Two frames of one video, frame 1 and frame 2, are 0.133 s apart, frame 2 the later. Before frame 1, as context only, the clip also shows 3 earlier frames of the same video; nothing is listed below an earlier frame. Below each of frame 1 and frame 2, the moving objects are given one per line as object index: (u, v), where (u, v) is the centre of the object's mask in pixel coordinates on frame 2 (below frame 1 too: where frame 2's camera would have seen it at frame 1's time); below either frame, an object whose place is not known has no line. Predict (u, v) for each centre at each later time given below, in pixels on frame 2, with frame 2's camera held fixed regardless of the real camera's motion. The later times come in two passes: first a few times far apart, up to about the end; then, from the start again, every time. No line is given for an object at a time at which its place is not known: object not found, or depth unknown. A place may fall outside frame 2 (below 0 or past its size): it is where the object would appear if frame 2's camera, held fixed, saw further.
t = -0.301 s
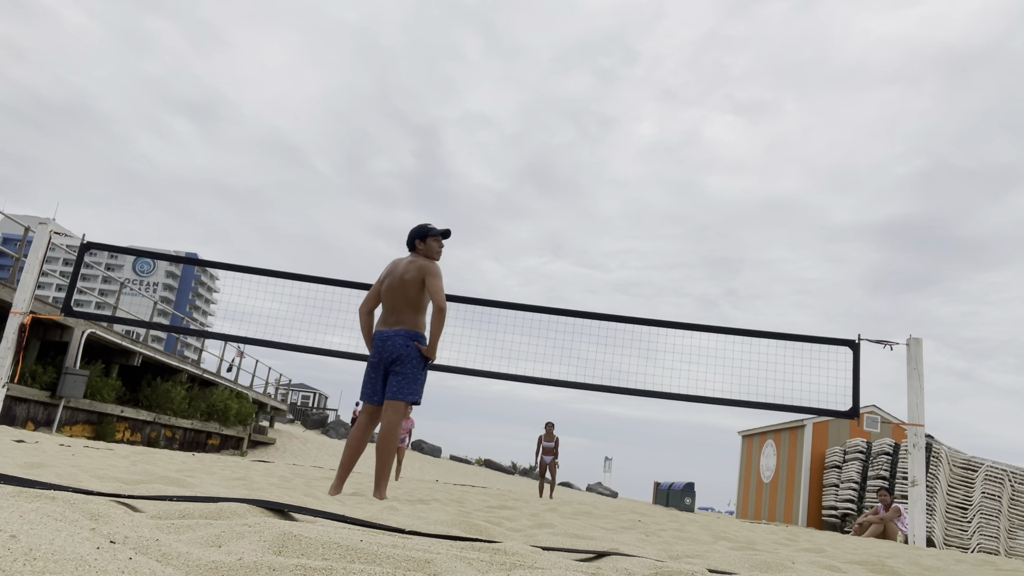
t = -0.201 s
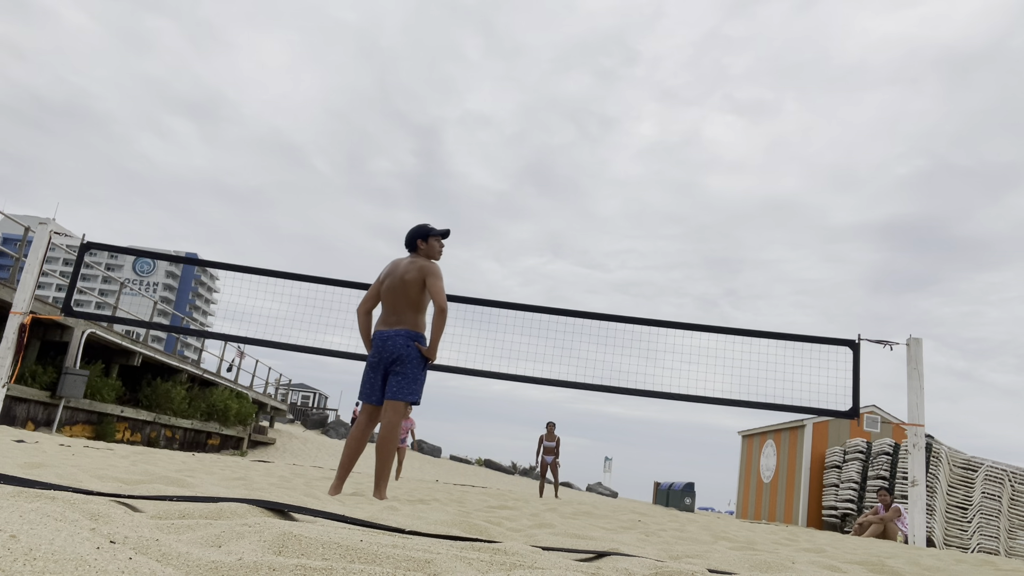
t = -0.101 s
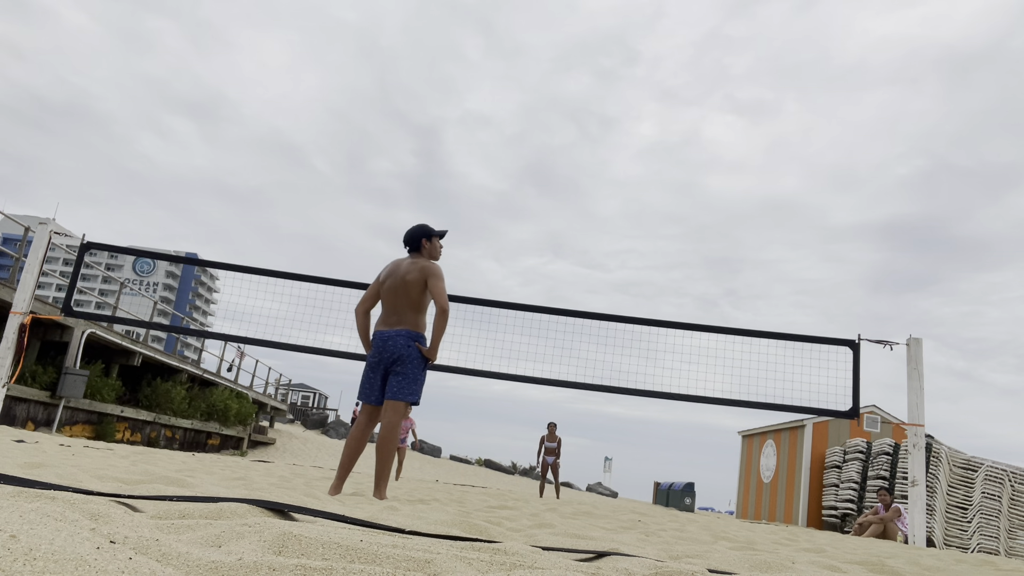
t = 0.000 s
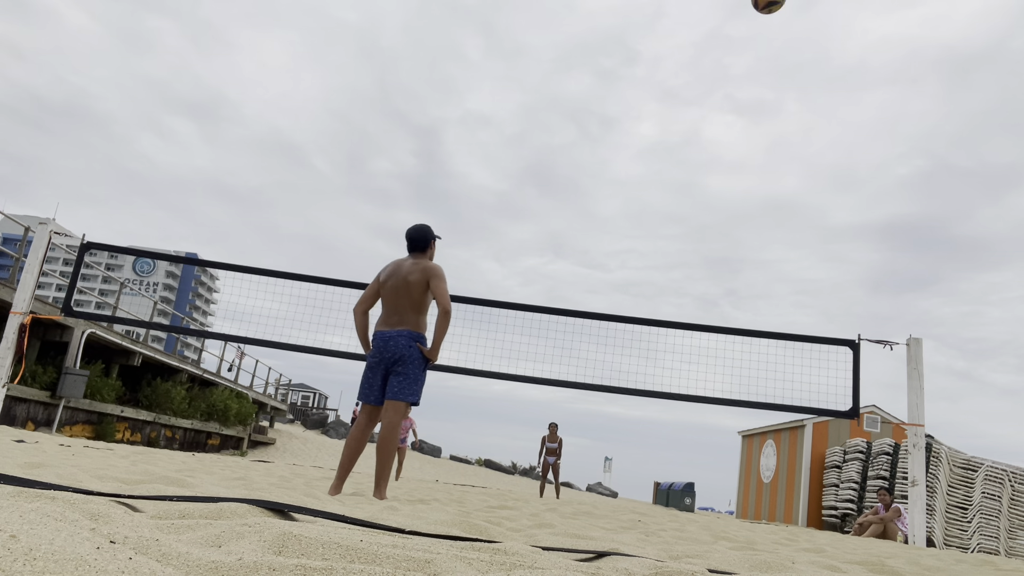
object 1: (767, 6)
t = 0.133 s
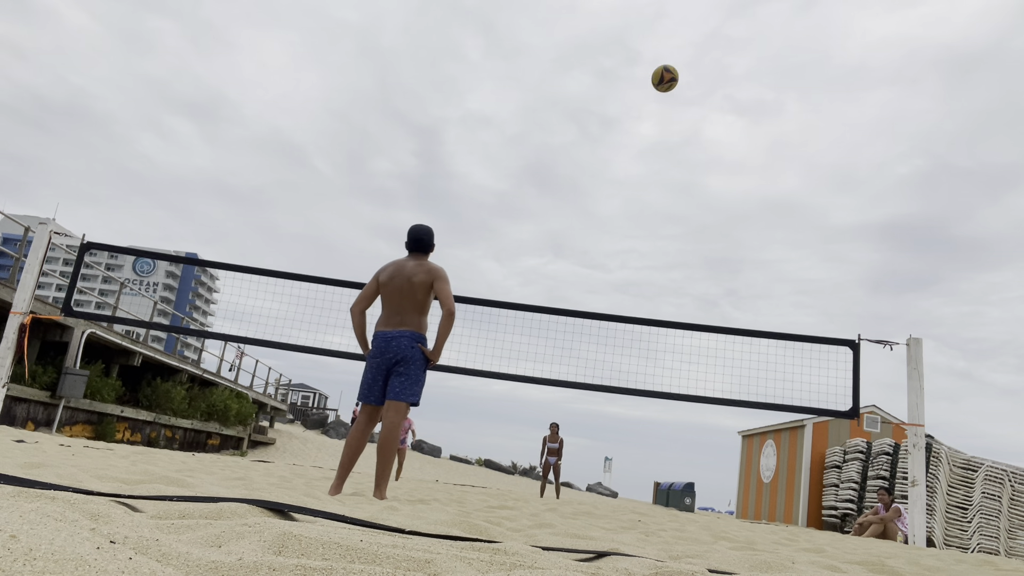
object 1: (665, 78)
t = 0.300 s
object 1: (586, 163)
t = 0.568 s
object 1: (512, 282)
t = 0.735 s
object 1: (478, 355)
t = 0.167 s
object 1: (646, 96)
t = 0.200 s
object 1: (629, 114)
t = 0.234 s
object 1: (613, 131)
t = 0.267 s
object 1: (599, 147)
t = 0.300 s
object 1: (586, 163)
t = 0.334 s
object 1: (574, 179)
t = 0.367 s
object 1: (564, 194)
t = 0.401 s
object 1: (553, 210)
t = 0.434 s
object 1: (544, 224)
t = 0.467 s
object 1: (535, 239)
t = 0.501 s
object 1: (527, 254)
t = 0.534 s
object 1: (519, 268)
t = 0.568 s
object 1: (512, 282)
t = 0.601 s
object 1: (505, 296)
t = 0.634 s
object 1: (497, 313)
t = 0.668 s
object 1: (491, 326)
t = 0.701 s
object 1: (485, 341)
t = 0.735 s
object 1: (478, 355)
